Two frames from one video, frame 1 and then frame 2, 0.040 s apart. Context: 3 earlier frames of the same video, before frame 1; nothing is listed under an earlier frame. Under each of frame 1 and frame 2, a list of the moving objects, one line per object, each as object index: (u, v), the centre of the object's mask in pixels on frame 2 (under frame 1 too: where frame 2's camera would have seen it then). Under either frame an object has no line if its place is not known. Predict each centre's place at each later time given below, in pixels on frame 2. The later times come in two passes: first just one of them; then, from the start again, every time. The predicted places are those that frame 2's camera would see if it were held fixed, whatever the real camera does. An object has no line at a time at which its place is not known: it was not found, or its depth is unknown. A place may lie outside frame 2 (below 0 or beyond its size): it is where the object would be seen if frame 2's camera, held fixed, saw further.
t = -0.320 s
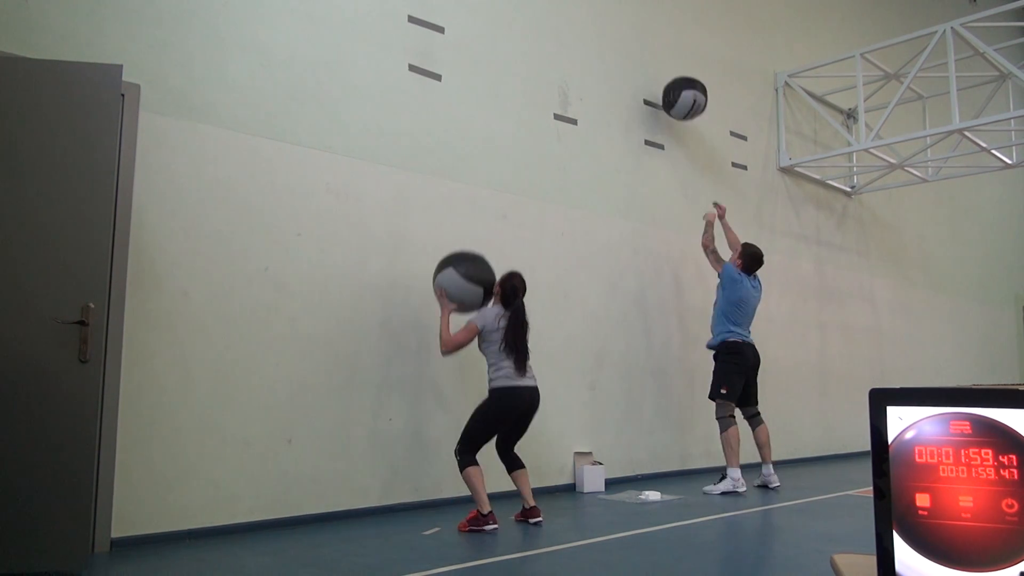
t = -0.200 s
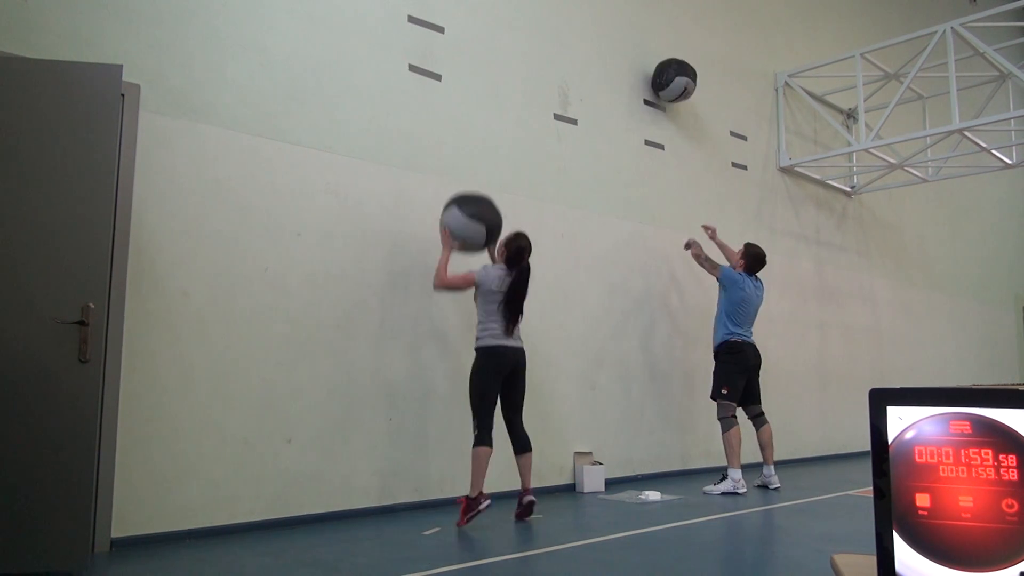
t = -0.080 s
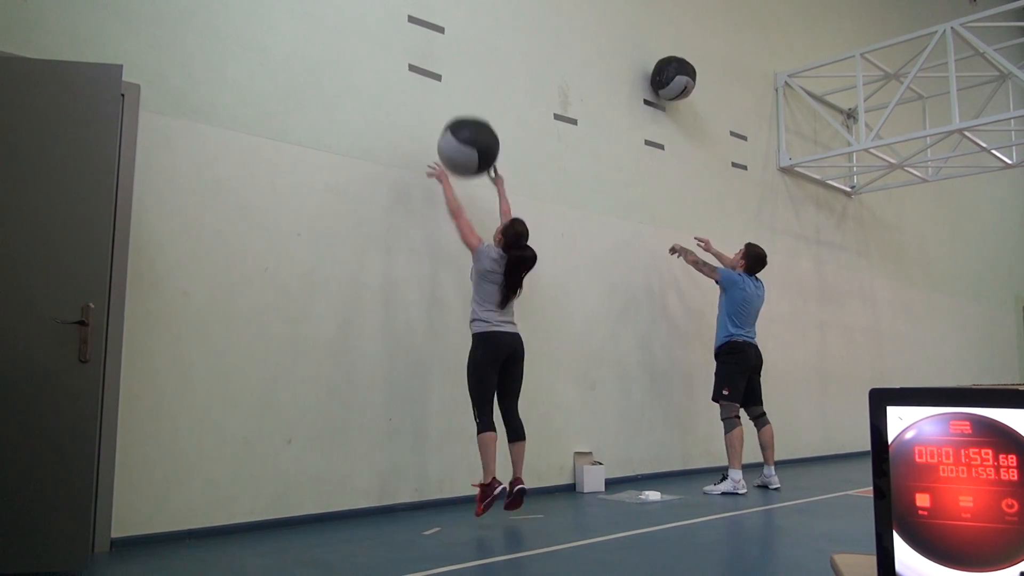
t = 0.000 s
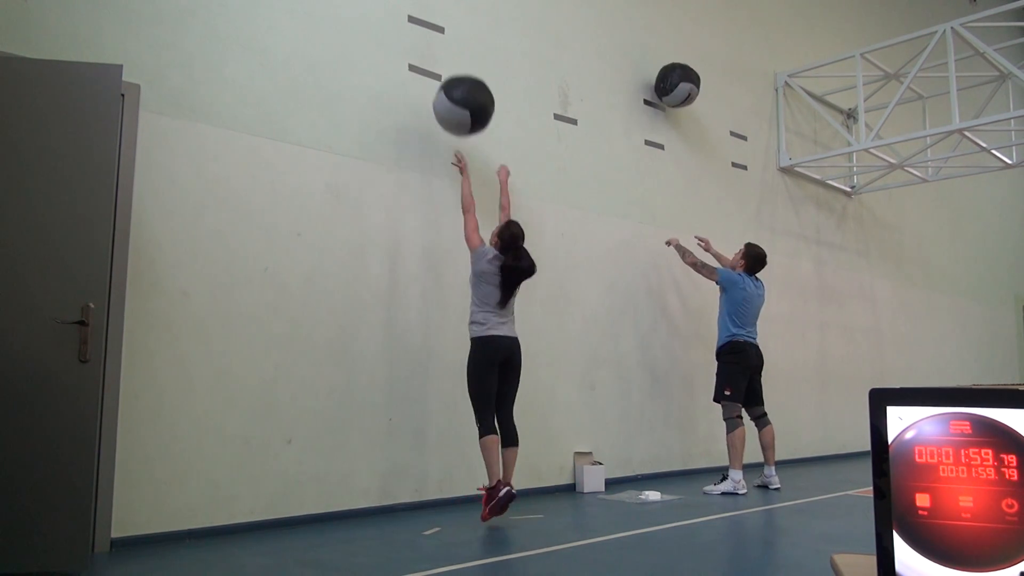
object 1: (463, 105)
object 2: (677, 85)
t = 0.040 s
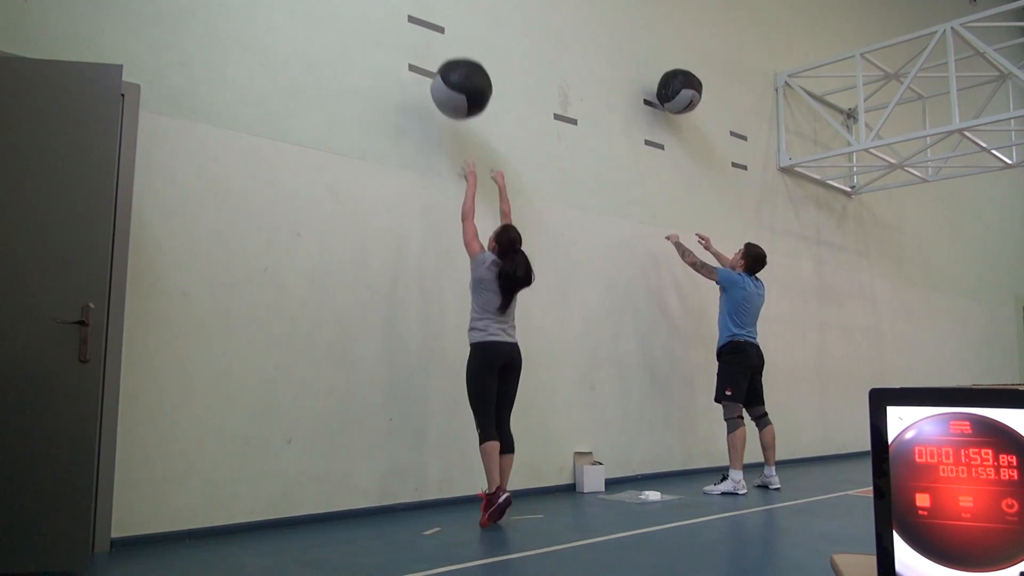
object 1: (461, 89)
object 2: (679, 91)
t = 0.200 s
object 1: (452, 48)
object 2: (688, 136)
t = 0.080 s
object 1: (459, 75)
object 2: (681, 99)
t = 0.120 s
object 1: (456, 63)
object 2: (683, 110)
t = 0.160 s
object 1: (454, 54)
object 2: (685, 122)
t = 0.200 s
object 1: (452, 48)
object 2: (688, 136)
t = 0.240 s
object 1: (449, 45)
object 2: (690, 152)
